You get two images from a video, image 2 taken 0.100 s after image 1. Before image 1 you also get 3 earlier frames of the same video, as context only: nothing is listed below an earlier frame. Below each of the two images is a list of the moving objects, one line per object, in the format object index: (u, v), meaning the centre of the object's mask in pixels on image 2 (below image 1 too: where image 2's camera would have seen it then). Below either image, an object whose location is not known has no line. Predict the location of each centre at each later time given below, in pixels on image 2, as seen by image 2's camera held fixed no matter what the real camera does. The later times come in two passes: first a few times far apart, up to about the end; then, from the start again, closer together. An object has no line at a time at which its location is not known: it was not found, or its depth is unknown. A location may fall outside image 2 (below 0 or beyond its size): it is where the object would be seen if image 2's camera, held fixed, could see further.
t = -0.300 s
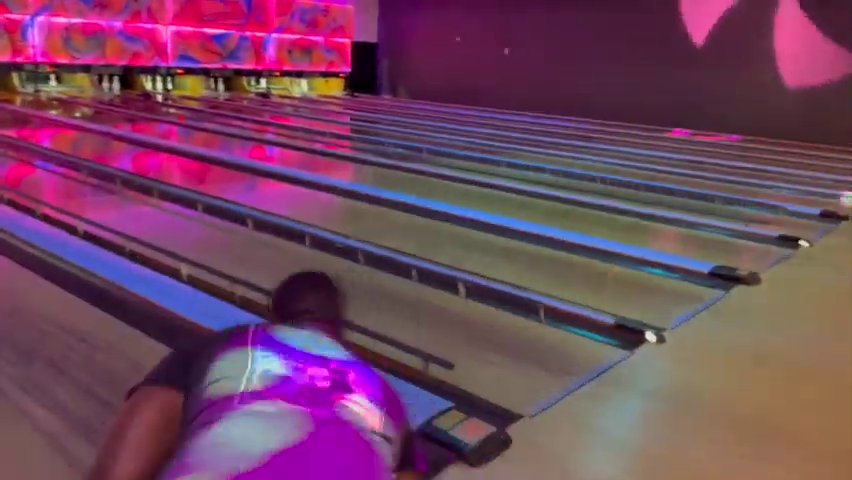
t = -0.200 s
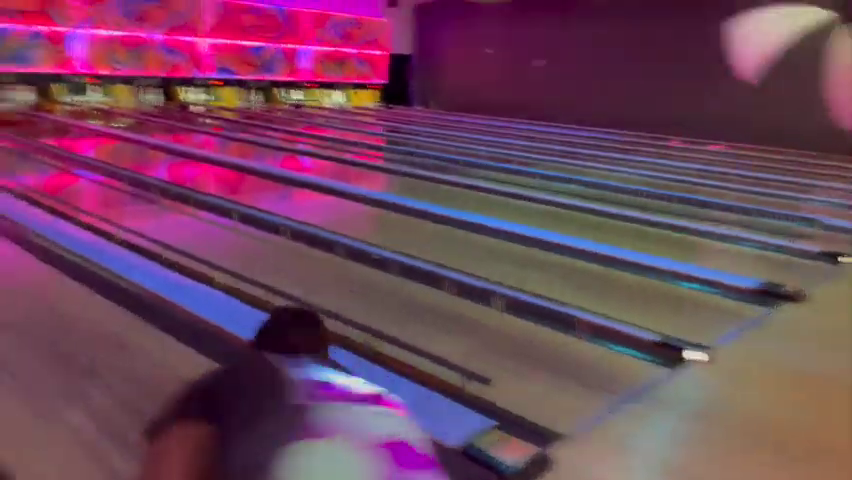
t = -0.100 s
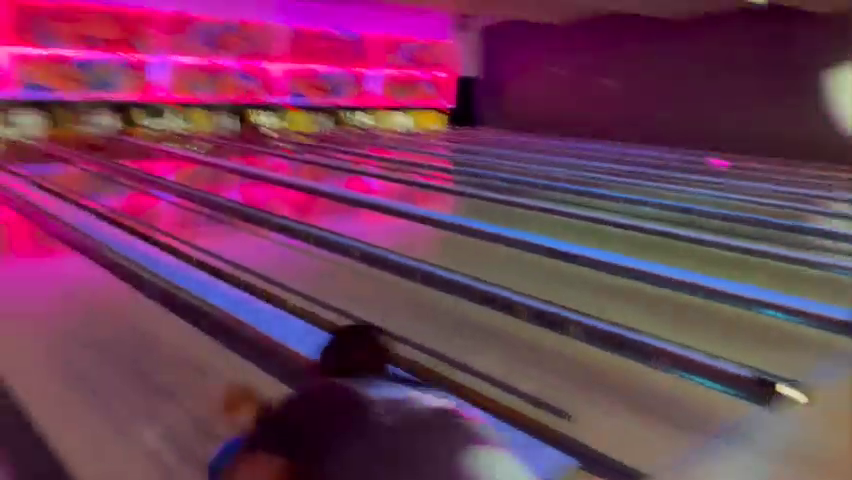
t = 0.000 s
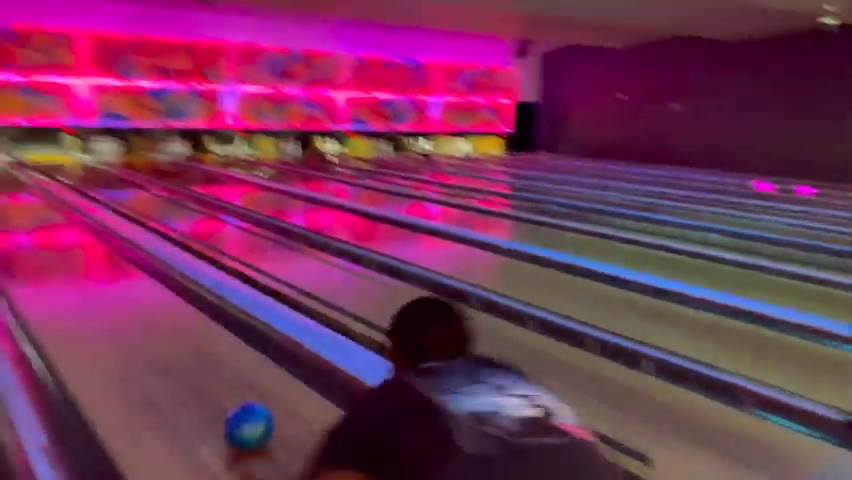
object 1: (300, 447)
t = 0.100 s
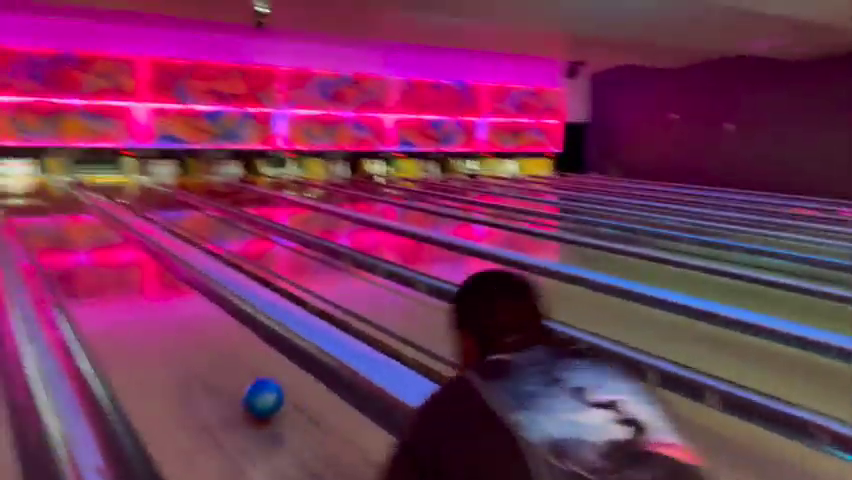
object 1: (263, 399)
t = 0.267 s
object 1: (222, 341)
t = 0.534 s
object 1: (185, 285)
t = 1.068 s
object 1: (131, 235)
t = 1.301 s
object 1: (114, 221)
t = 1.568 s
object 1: (95, 209)
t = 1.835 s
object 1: (82, 198)
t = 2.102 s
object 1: (72, 192)
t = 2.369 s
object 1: (60, 186)
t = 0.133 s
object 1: (253, 384)
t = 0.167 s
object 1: (243, 372)
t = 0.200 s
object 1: (235, 360)
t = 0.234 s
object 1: (229, 350)
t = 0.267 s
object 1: (222, 341)
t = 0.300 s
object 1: (216, 332)
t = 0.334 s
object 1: (211, 323)
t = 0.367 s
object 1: (206, 316)
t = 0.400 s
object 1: (200, 308)
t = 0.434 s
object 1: (196, 302)
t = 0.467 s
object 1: (191, 295)
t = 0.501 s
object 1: (188, 289)
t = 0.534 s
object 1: (185, 285)
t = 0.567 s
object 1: (180, 279)
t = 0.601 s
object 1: (176, 275)
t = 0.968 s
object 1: (143, 241)
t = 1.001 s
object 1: (138, 239)
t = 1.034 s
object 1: (134, 236)
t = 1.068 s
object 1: (131, 235)
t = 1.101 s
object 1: (129, 232)
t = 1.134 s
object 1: (126, 230)
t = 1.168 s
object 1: (122, 228)
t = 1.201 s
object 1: (120, 225)
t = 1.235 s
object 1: (116, 224)
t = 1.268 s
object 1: (115, 222)
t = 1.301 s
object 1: (114, 221)
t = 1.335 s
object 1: (111, 219)
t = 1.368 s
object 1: (108, 217)
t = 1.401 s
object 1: (106, 216)
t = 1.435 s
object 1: (103, 213)
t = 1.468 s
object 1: (102, 213)
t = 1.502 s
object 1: (100, 212)
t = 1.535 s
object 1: (98, 210)
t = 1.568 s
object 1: (95, 209)
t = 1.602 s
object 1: (94, 208)
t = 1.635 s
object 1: (92, 206)
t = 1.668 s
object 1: (90, 205)
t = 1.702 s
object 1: (88, 203)
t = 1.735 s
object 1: (88, 202)
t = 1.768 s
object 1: (86, 201)
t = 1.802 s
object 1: (84, 200)
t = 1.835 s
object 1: (82, 198)
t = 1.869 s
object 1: (81, 198)
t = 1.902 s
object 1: (78, 195)
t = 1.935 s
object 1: (78, 195)
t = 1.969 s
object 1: (77, 195)
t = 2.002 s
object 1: (76, 195)
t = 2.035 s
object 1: (73, 193)
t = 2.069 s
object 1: (72, 191)
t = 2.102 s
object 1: (72, 192)
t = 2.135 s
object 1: (69, 190)
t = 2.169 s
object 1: (68, 190)
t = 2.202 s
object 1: (67, 189)
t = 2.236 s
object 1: (65, 188)
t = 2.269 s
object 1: (63, 188)
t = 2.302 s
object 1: (62, 187)
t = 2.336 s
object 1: (61, 187)
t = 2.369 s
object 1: (60, 186)
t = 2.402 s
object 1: (59, 185)
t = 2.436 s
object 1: (58, 185)
